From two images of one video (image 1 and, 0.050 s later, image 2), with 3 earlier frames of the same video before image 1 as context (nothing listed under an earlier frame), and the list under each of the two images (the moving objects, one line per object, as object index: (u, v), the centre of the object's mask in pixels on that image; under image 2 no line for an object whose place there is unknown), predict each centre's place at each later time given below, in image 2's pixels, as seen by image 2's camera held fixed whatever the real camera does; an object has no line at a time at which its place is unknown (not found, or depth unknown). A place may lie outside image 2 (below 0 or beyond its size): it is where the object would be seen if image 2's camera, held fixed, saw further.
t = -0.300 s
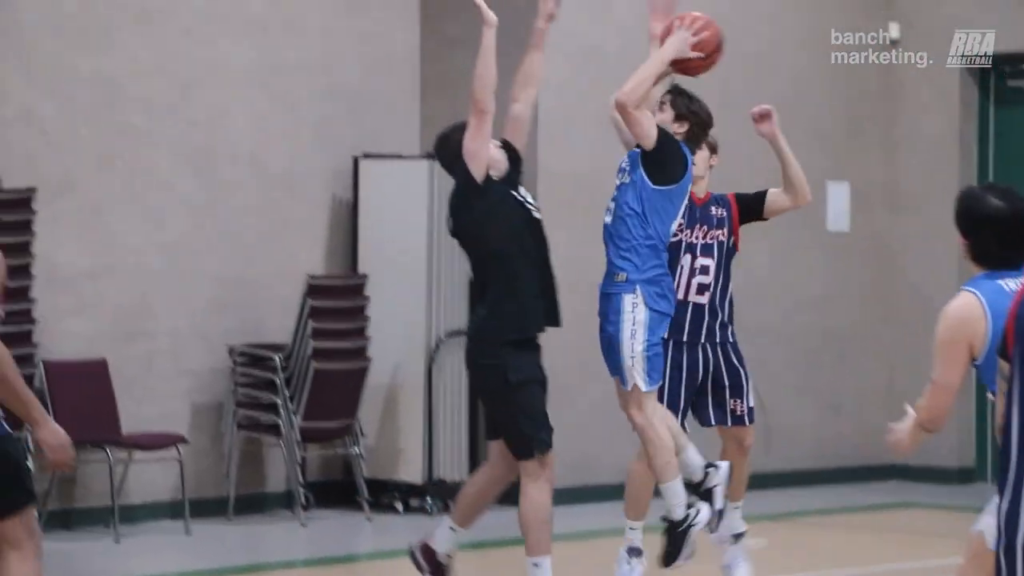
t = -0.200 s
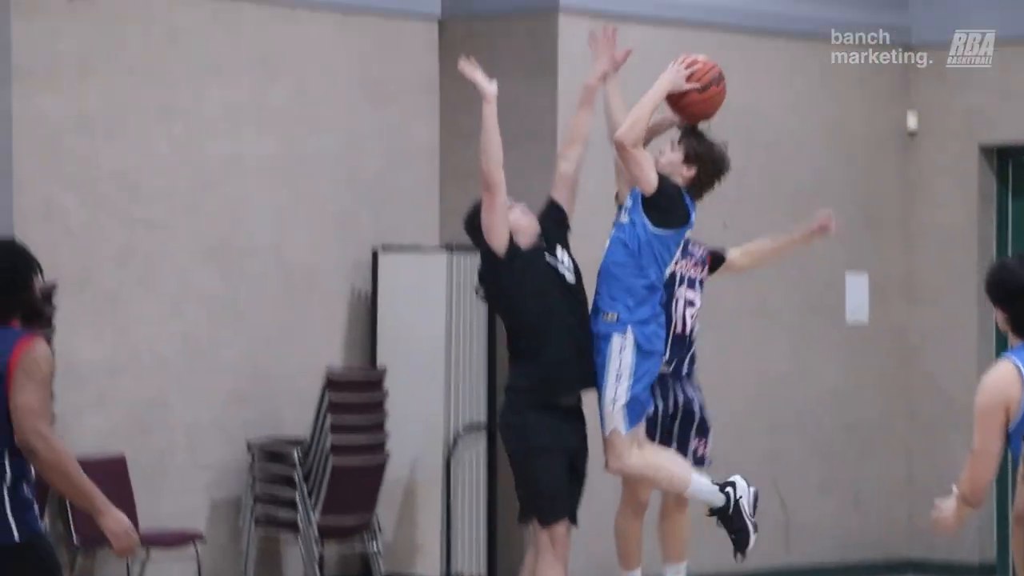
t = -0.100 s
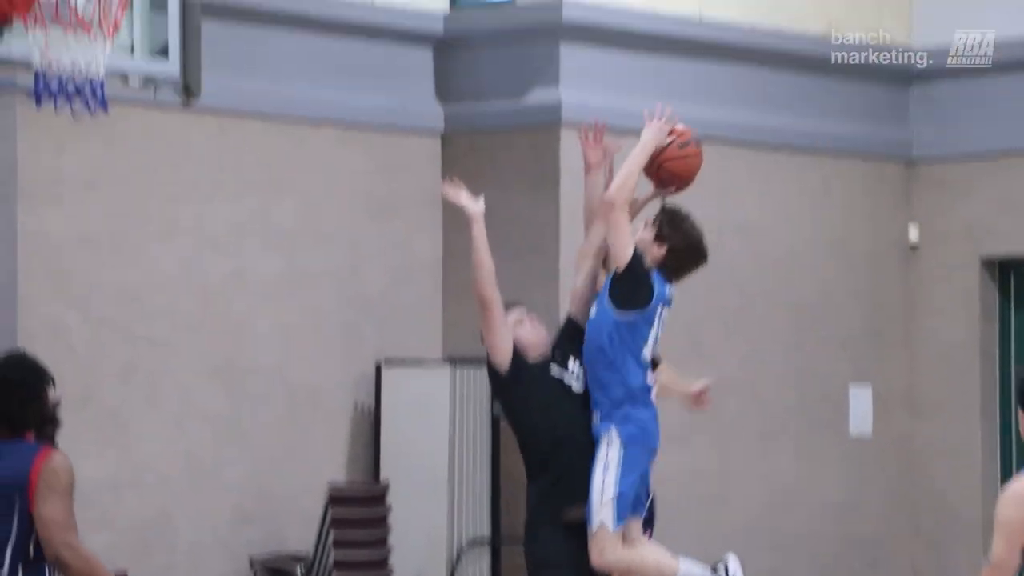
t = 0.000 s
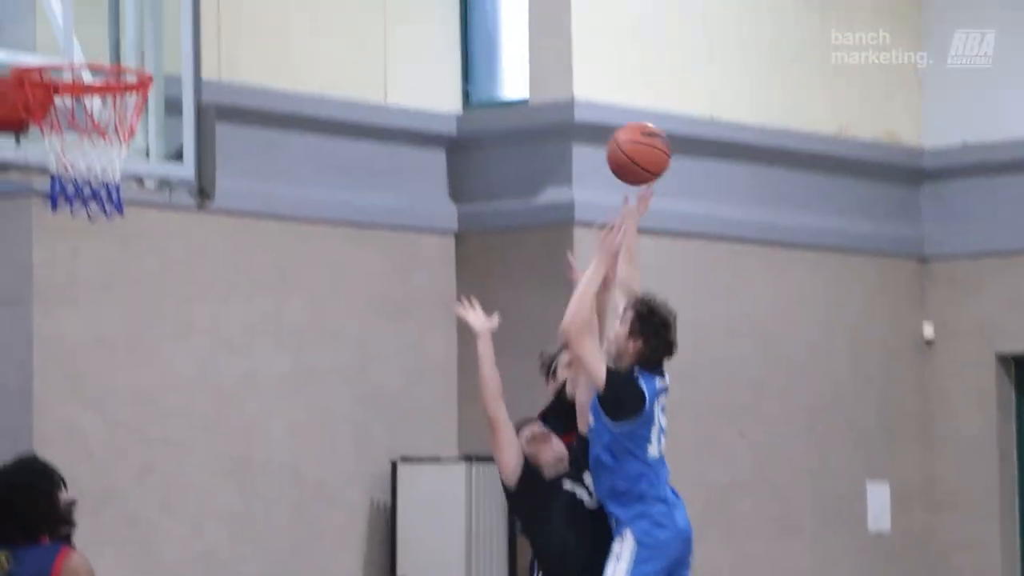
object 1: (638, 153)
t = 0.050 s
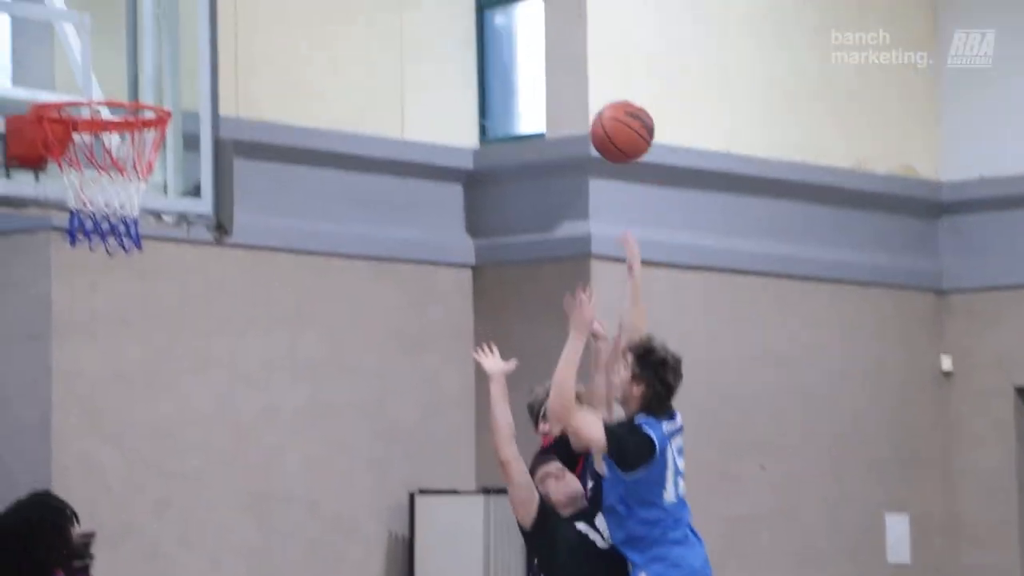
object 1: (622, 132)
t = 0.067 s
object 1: (611, 115)
